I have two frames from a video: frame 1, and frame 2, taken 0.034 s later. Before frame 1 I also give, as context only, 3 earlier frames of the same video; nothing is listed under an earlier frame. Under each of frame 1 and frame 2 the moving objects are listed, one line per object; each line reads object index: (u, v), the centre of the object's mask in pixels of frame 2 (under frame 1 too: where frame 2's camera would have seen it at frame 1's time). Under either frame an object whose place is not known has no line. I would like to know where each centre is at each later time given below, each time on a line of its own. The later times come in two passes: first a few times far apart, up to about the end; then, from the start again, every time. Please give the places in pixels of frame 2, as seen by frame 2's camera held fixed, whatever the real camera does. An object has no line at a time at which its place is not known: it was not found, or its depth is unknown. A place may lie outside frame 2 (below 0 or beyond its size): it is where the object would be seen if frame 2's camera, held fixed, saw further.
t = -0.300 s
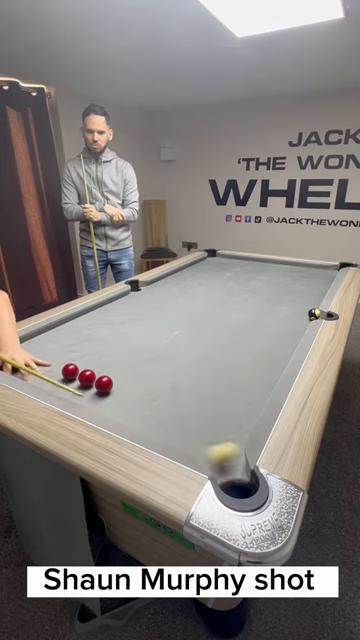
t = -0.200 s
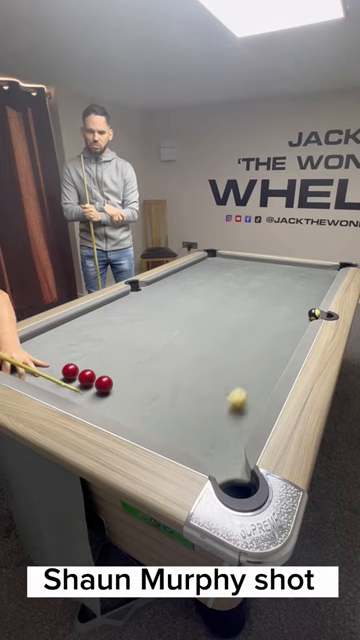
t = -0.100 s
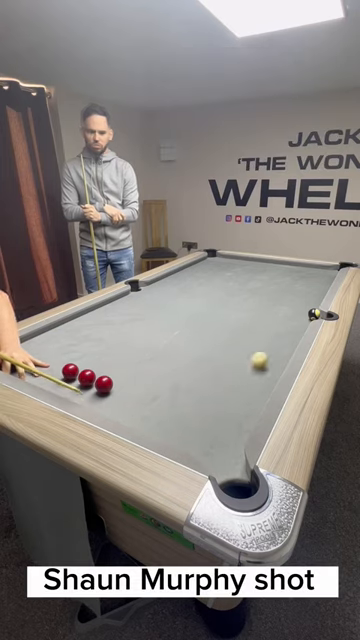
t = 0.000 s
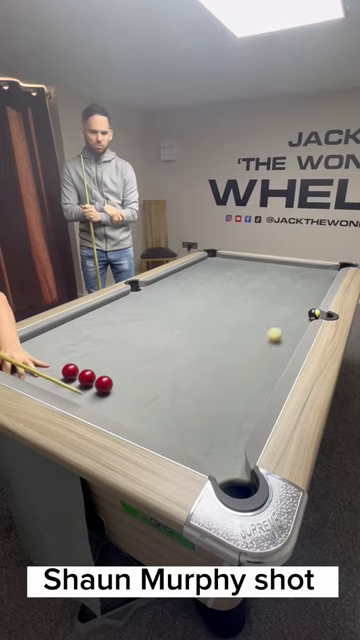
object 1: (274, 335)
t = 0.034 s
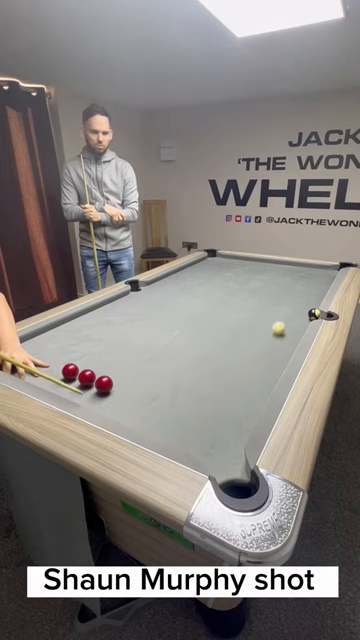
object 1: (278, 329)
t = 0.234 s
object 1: (298, 299)
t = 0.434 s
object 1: (311, 279)
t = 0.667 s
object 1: (319, 269)
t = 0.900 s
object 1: (320, 282)
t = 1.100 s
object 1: (321, 294)
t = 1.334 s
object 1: (306, 307)
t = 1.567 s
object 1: (283, 322)
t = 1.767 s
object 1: (259, 335)
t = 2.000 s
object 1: (225, 353)
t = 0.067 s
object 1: (282, 323)
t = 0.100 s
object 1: (286, 317)
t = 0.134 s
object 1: (289, 312)
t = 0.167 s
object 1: (292, 308)
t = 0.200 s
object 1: (295, 303)
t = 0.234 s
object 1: (298, 299)
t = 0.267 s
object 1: (300, 295)
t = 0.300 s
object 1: (302, 291)
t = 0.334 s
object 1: (304, 288)
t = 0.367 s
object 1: (307, 284)
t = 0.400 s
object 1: (309, 281)
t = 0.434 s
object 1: (311, 279)
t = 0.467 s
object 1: (312, 276)
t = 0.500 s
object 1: (314, 273)
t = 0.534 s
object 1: (315, 271)
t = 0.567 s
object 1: (317, 269)
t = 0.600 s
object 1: (318, 266)
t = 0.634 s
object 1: (318, 267)
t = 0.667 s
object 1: (319, 269)
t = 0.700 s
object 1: (319, 271)
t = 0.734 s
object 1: (319, 273)
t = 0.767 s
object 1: (319, 275)
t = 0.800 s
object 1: (319, 277)
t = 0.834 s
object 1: (319, 279)
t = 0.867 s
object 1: (320, 280)
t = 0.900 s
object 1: (320, 282)
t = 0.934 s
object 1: (320, 284)
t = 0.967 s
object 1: (320, 286)
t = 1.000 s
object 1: (321, 288)
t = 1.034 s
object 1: (321, 290)
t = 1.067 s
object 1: (321, 292)
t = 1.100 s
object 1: (321, 294)
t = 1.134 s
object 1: (319, 296)
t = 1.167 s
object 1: (317, 298)
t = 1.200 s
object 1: (315, 300)
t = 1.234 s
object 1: (313, 302)
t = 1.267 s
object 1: (311, 304)
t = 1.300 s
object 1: (309, 305)
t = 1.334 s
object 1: (306, 307)
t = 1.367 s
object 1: (304, 310)
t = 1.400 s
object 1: (302, 312)
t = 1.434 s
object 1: (298, 314)
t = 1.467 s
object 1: (295, 316)
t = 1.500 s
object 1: (291, 318)
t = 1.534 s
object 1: (288, 320)
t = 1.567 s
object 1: (283, 322)
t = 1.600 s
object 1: (279, 324)
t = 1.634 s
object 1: (276, 326)
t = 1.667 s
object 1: (272, 329)
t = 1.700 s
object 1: (267, 330)
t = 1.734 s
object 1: (263, 333)
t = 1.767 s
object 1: (259, 335)
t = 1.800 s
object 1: (254, 337)
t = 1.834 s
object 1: (249, 340)
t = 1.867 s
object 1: (245, 342)
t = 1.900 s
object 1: (240, 345)
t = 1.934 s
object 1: (235, 347)
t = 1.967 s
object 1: (230, 350)
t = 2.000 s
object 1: (225, 353)
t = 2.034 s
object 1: (219, 356)
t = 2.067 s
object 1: (214, 359)
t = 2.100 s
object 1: (208, 362)
